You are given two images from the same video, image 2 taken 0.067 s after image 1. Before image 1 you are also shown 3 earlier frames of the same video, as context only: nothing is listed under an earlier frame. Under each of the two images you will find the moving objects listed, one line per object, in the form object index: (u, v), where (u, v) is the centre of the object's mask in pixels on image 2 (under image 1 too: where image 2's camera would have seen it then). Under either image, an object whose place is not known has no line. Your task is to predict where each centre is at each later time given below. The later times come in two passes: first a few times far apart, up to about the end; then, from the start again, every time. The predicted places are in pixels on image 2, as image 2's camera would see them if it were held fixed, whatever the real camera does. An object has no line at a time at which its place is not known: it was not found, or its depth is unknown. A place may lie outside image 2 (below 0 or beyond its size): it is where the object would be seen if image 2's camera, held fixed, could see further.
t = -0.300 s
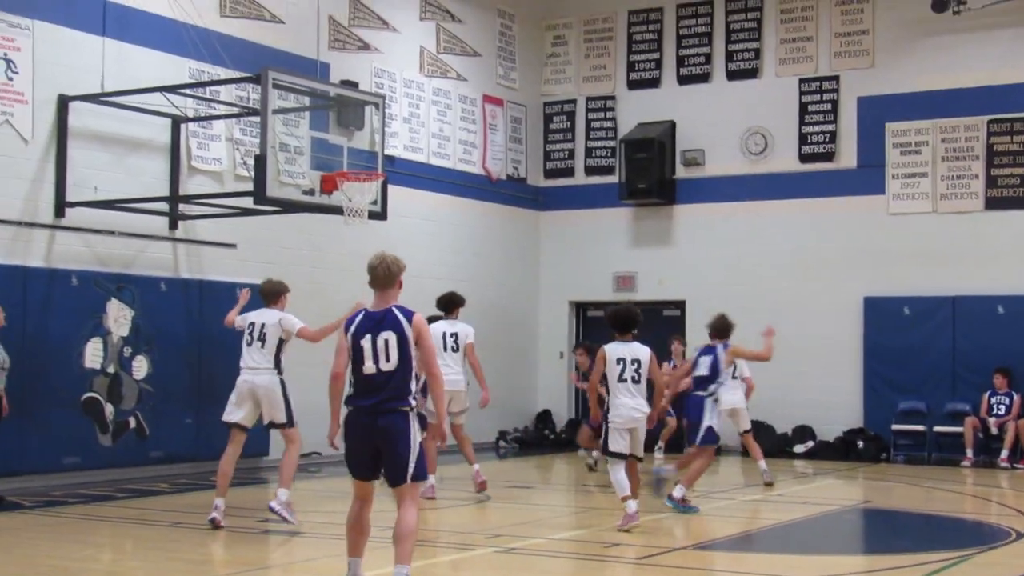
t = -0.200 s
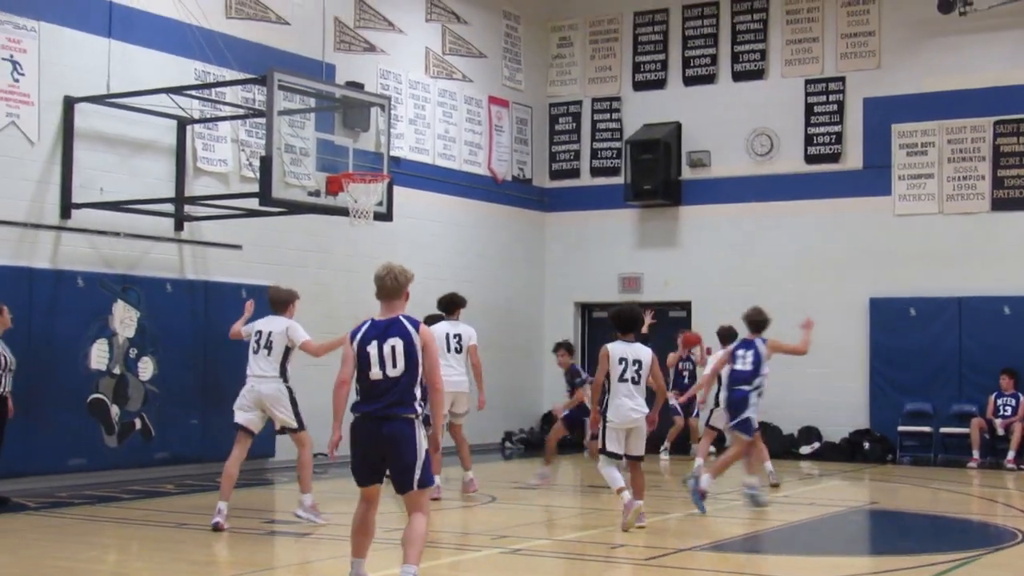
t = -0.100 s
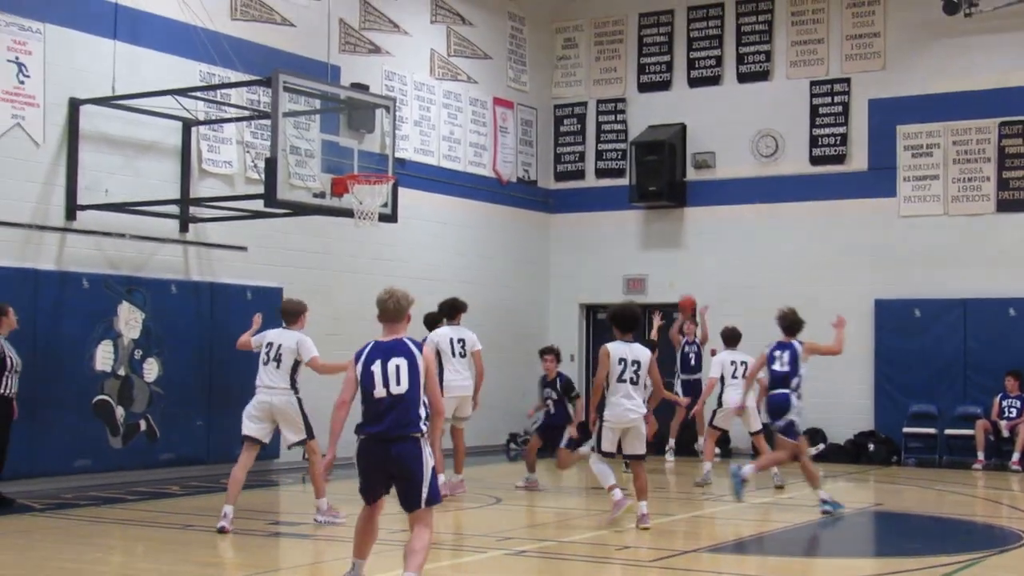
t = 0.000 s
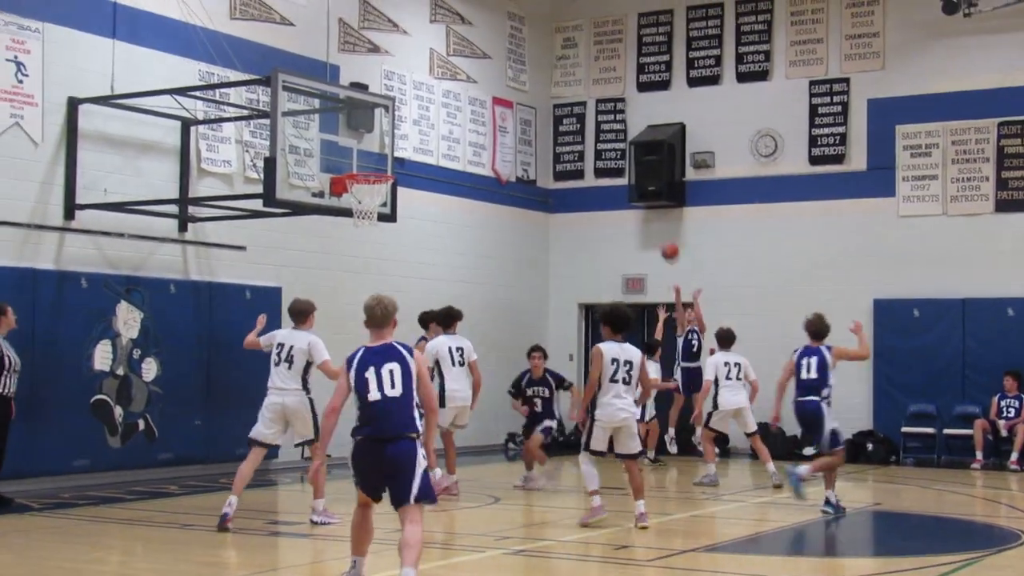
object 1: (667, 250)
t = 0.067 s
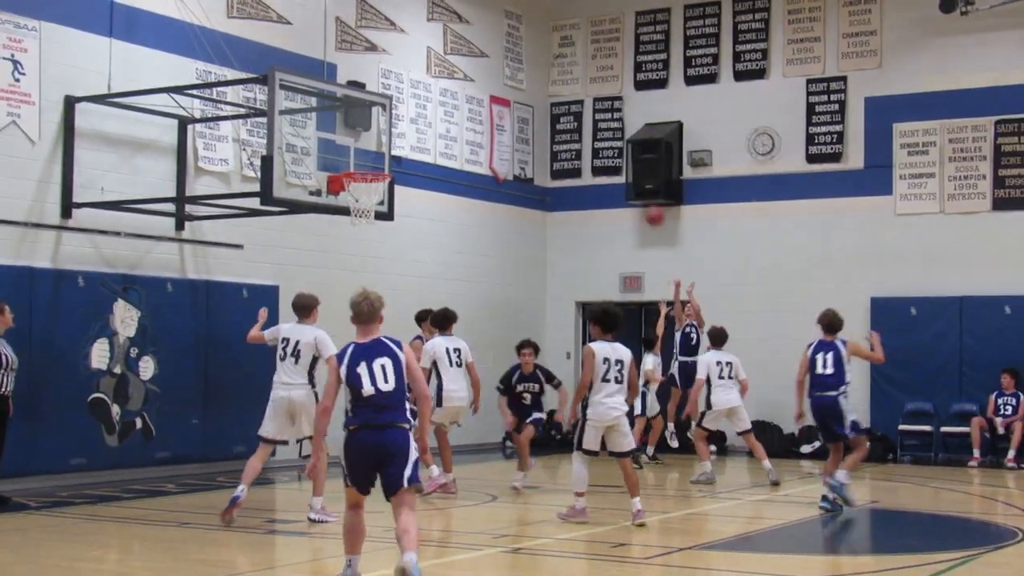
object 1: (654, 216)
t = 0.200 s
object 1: (628, 158)
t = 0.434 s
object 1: (578, 81)
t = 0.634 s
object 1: (532, 45)
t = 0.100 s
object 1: (648, 199)
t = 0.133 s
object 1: (641, 186)
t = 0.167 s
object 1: (635, 171)
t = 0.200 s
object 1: (628, 158)
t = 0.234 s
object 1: (621, 145)
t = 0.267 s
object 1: (615, 132)
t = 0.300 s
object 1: (606, 120)
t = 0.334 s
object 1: (600, 109)
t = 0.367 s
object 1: (593, 100)
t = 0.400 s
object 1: (586, 90)
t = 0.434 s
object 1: (578, 81)
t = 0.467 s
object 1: (571, 74)
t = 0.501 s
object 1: (563, 66)
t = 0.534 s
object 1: (556, 59)
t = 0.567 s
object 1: (548, 54)
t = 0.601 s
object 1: (540, 49)
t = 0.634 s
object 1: (532, 45)
